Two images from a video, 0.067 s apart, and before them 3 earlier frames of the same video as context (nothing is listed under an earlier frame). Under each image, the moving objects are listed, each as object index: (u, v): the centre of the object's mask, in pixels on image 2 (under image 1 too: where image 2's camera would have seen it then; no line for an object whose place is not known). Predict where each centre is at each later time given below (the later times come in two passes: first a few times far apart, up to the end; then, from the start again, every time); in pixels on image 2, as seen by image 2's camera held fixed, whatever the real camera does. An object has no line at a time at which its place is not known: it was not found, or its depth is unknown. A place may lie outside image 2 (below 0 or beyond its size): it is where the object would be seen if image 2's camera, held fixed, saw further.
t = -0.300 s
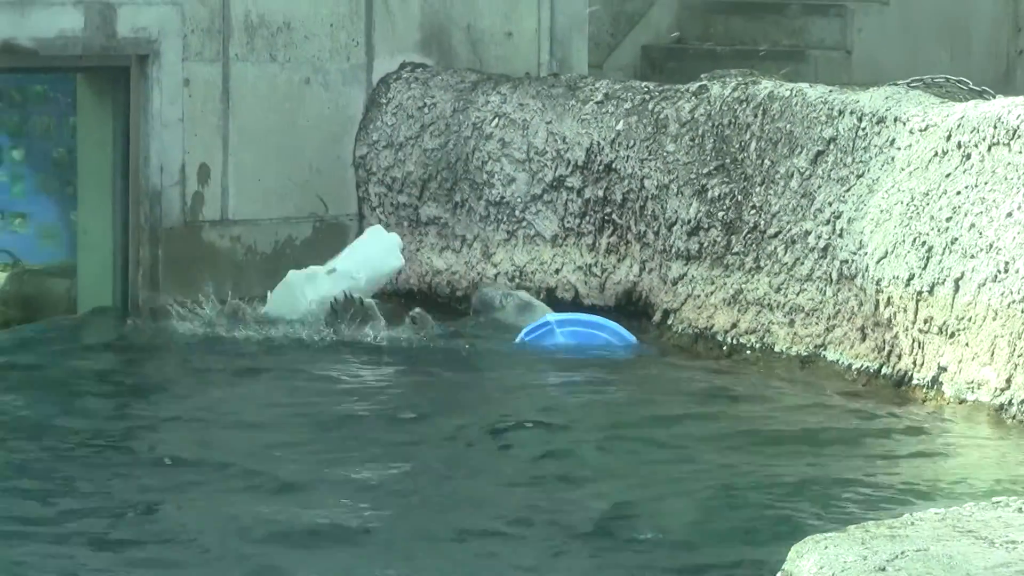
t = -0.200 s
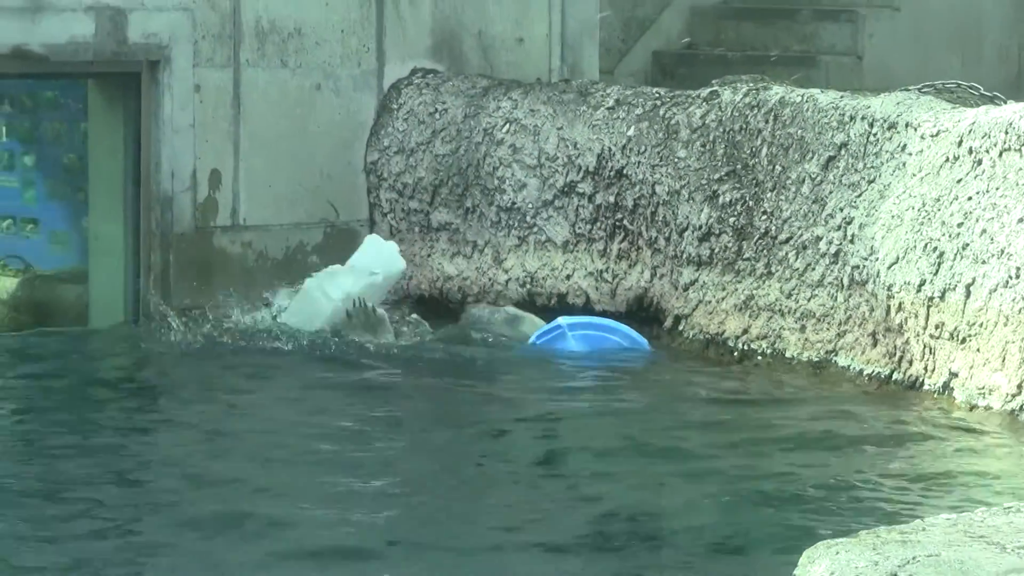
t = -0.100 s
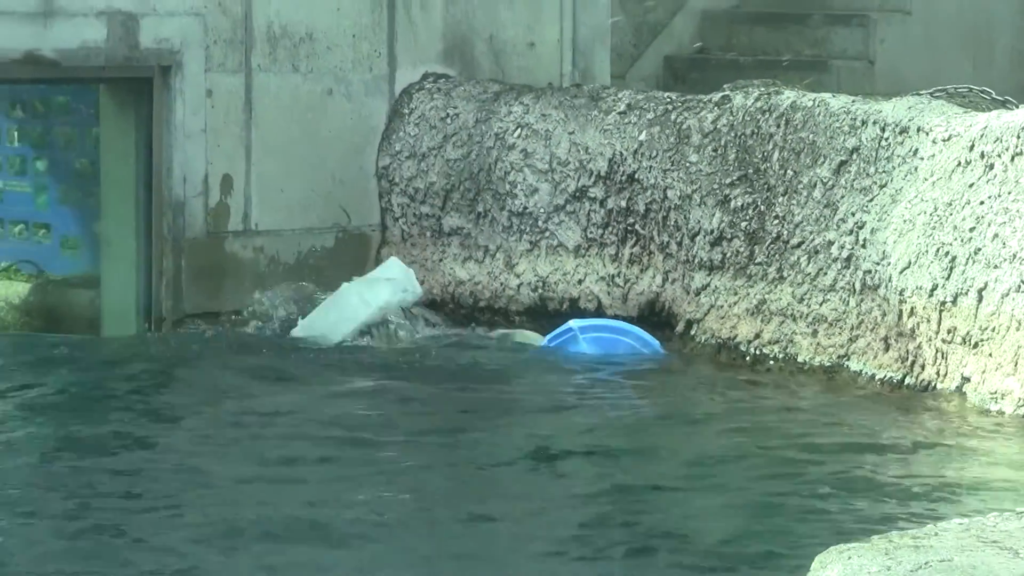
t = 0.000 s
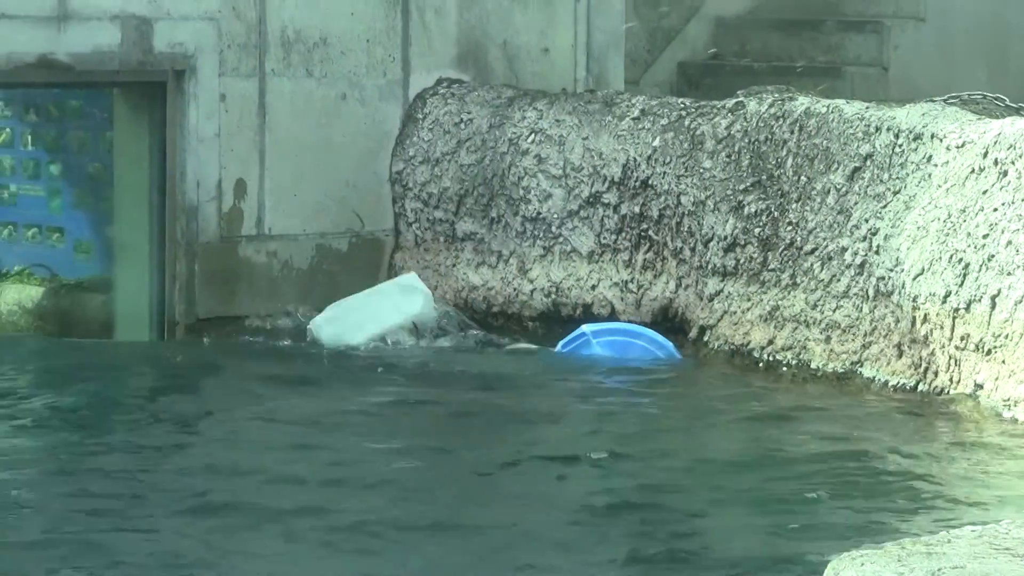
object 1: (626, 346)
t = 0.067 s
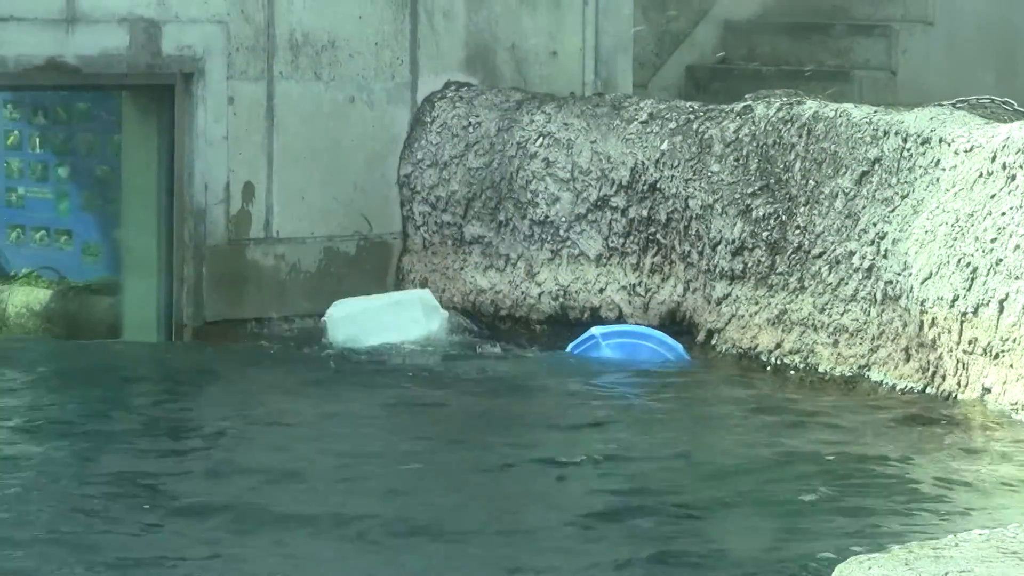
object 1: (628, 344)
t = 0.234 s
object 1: (622, 341)
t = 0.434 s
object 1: (621, 342)
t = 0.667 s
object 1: (620, 348)
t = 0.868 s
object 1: (622, 351)
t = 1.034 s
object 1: (621, 352)
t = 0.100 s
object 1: (627, 343)
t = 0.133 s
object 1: (626, 343)
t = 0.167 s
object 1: (625, 342)
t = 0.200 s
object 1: (623, 342)
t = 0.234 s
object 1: (622, 341)
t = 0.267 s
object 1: (622, 341)
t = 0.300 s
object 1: (622, 342)
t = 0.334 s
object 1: (622, 341)
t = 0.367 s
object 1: (622, 341)
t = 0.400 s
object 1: (622, 341)
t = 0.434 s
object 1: (621, 342)
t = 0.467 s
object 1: (621, 343)
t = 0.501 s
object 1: (620, 345)
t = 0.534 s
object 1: (620, 346)
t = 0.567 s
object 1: (620, 346)
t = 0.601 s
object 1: (620, 347)
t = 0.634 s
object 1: (620, 347)
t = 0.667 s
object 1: (620, 348)
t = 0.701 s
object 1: (620, 349)
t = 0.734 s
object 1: (621, 350)
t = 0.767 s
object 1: (621, 351)
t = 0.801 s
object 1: (622, 351)
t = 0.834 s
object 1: (622, 351)
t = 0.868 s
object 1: (622, 351)
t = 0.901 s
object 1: (622, 351)
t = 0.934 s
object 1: (622, 352)
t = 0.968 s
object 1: (622, 352)
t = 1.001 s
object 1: (622, 352)
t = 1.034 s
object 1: (621, 352)
